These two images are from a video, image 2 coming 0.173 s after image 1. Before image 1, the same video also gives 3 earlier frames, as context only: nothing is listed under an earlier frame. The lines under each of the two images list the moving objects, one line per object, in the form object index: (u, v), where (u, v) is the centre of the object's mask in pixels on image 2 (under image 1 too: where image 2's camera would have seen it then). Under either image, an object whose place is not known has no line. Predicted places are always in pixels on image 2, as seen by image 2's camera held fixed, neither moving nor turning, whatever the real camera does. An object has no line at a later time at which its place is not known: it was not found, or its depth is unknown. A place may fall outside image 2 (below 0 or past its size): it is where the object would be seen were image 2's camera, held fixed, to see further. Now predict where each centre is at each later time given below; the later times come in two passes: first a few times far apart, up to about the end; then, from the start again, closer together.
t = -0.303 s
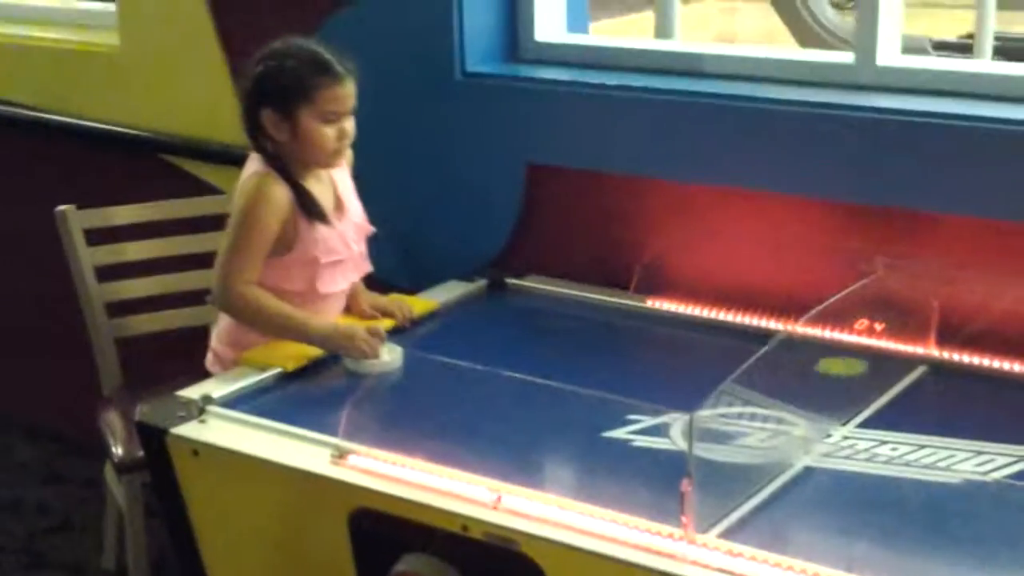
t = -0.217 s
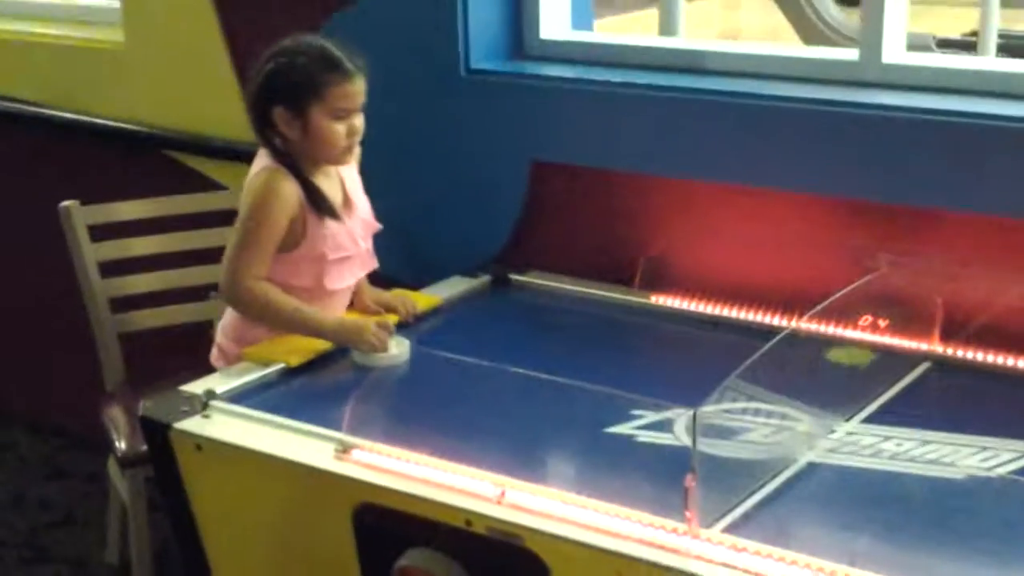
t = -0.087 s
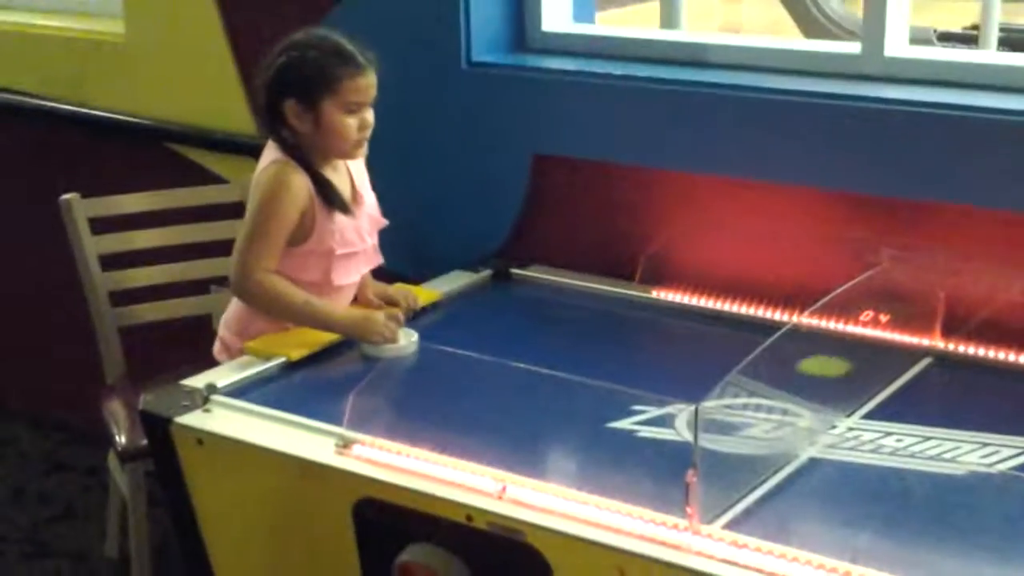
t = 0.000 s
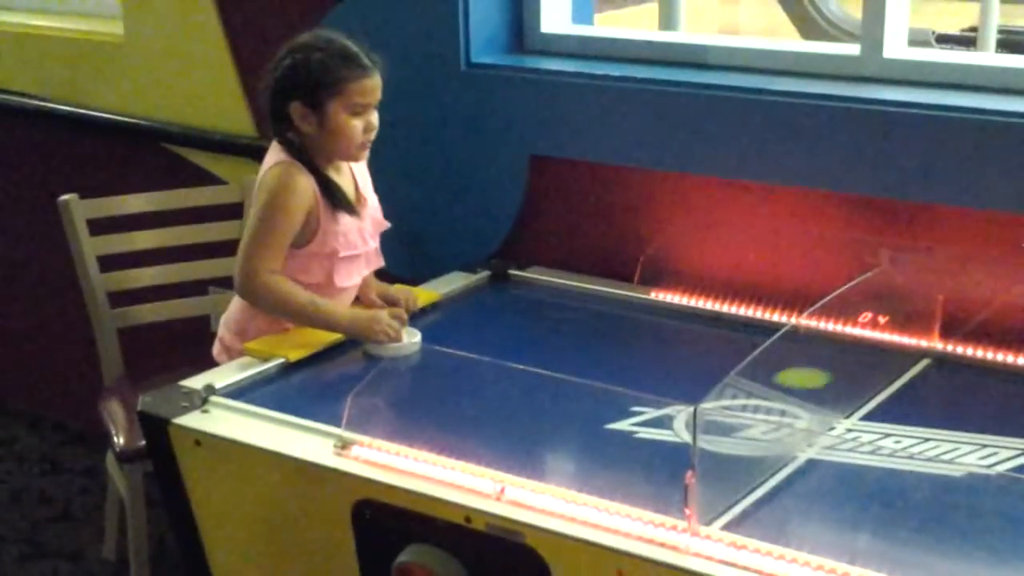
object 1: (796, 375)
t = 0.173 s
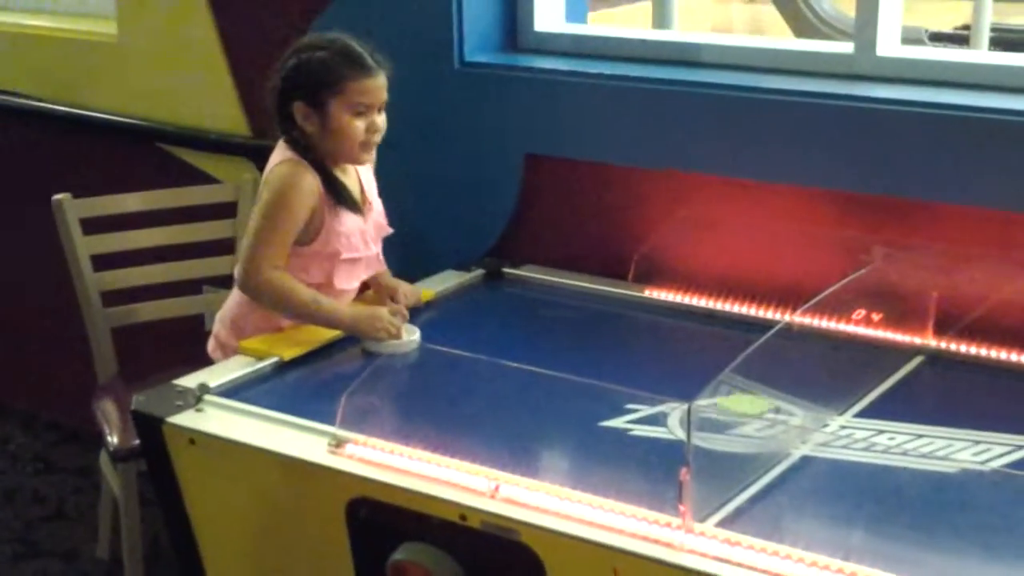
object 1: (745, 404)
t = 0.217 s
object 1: (736, 409)
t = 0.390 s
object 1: (685, 437)
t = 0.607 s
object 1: (622, 470)
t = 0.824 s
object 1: (604, 477)
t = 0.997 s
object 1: (642, 452)
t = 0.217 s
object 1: (736, 409)
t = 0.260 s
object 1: (719, 417)
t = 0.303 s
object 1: (712, 425)
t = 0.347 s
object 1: (700, 430)
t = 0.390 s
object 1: (685, 437)
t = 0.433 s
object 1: (664, 443)
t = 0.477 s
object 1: (657, 449)
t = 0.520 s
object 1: (646, 456)
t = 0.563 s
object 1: (635, 463)
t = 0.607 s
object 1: (622, 470)
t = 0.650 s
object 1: (608, 477)
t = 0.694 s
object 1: (598, 483)
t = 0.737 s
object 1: (592, 486)
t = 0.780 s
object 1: (597, 482)
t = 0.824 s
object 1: (604, 477)
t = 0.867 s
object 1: (614, 470)
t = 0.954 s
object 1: (633, 458)
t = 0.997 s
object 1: (642, 452)
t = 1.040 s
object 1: (651, 444)
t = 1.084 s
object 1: (657, 440)
